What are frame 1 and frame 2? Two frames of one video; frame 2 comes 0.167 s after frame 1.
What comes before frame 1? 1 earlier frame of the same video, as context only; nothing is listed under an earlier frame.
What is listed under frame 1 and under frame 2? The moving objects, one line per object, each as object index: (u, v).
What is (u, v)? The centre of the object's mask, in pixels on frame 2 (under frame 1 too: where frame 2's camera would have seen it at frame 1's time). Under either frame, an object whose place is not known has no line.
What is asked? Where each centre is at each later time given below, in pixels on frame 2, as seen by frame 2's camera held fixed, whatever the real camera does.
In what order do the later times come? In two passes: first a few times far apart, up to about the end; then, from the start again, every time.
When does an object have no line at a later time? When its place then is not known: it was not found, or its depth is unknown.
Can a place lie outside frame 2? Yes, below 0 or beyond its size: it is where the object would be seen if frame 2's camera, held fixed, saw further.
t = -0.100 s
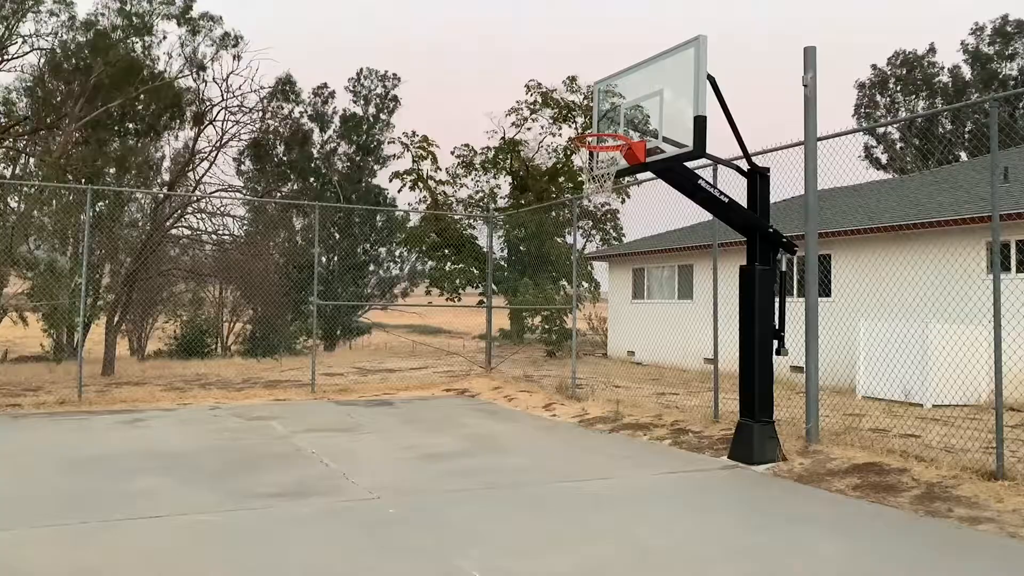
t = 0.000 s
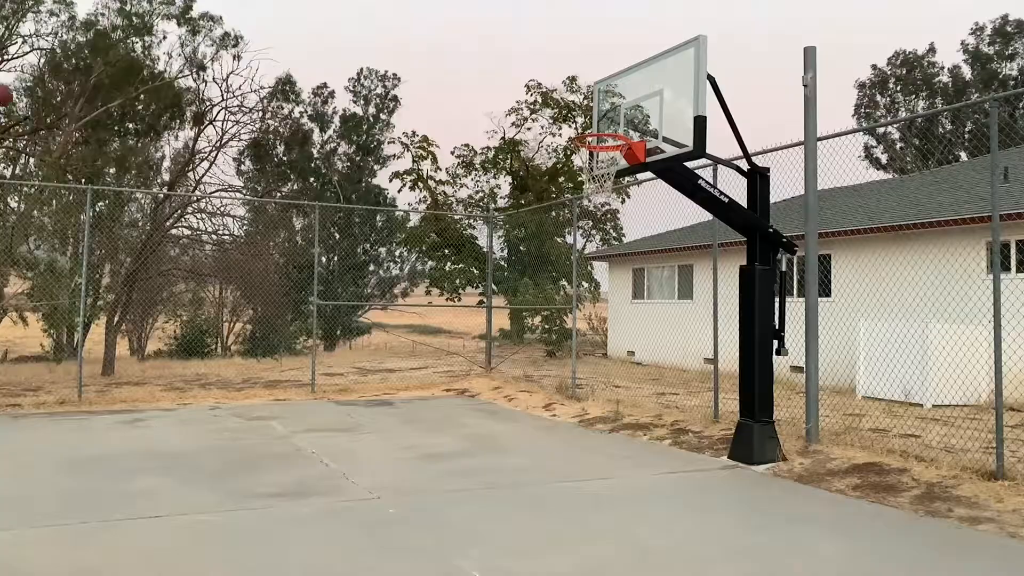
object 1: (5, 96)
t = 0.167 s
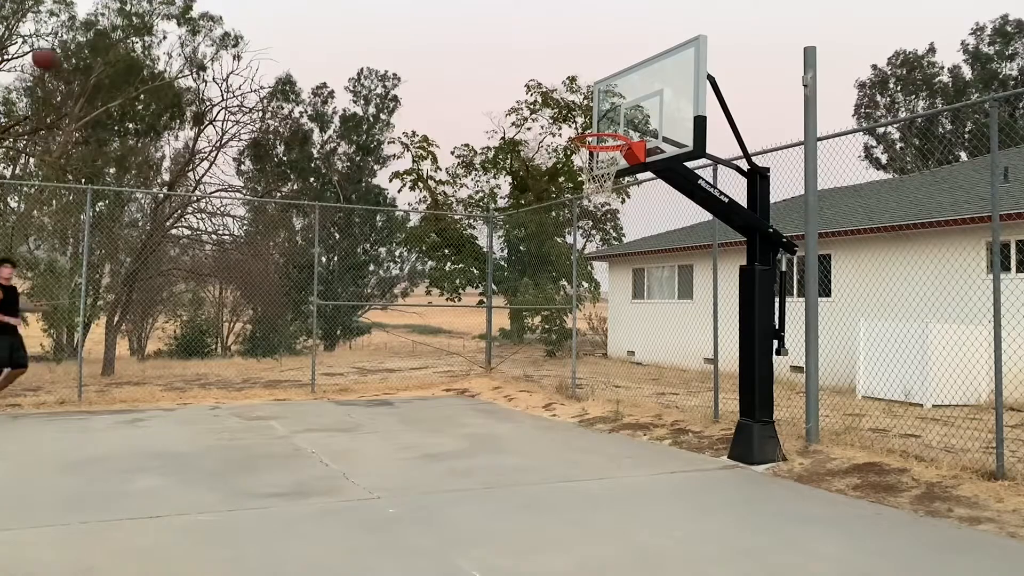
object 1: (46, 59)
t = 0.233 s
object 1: (63, 52)
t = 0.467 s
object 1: (129, 61)
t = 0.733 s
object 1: (207, 139)
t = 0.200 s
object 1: (54, 55)
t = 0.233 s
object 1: (63, 52)
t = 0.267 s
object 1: (72, 50)
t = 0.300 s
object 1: (81, 49)
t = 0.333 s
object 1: (90, 50)
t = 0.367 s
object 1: (99, 50)
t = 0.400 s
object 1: (109, 53)
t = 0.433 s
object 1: (117, 56)
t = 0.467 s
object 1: (129, 61)
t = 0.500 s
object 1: (139, 66)
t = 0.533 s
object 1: (148, 73)
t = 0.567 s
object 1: (157, 81)
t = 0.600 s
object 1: (167, 90)
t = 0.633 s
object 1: (177, 100)
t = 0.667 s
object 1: (186, 112)
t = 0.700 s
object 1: (196, 124)
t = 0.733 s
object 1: (207, 139)
